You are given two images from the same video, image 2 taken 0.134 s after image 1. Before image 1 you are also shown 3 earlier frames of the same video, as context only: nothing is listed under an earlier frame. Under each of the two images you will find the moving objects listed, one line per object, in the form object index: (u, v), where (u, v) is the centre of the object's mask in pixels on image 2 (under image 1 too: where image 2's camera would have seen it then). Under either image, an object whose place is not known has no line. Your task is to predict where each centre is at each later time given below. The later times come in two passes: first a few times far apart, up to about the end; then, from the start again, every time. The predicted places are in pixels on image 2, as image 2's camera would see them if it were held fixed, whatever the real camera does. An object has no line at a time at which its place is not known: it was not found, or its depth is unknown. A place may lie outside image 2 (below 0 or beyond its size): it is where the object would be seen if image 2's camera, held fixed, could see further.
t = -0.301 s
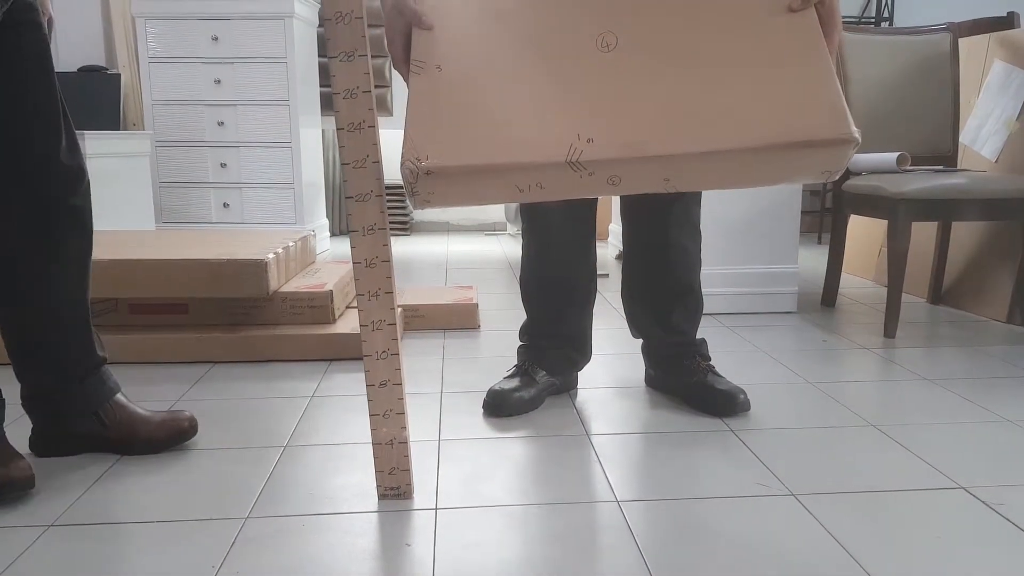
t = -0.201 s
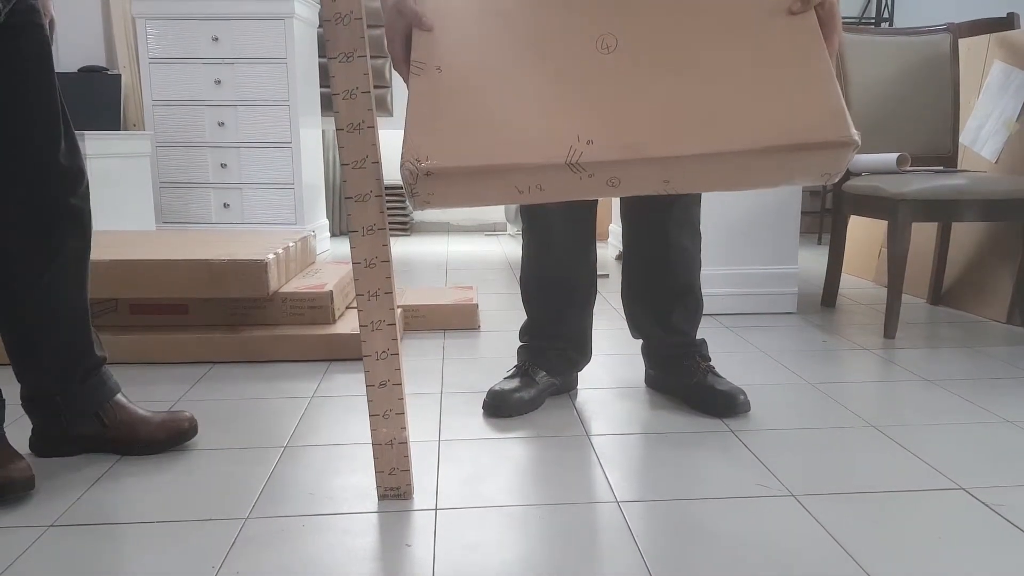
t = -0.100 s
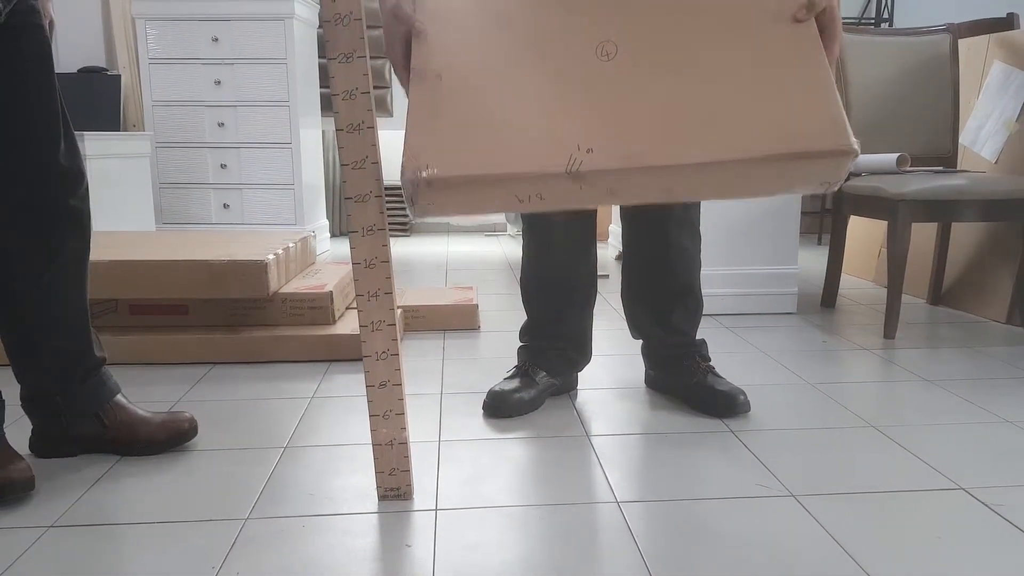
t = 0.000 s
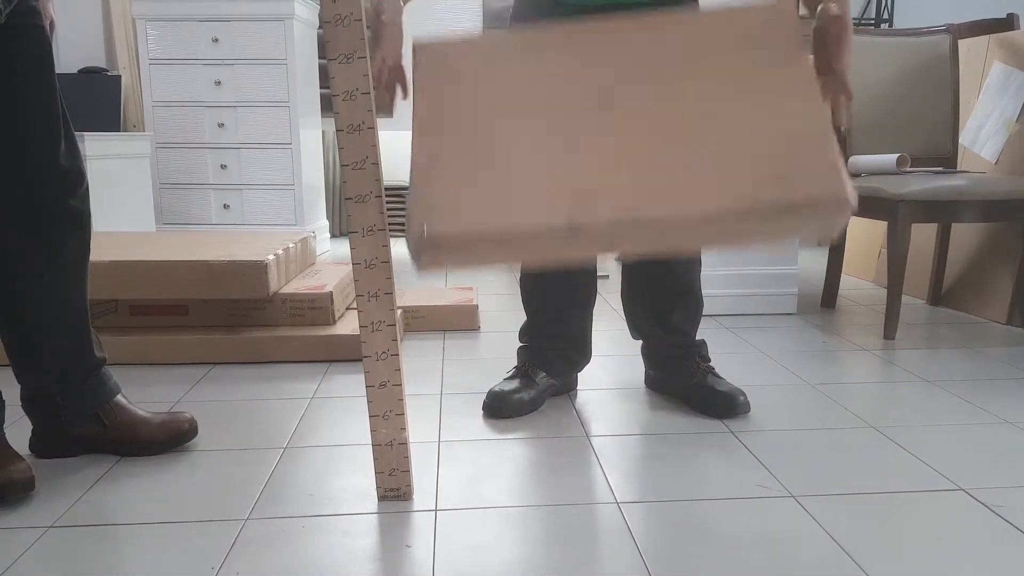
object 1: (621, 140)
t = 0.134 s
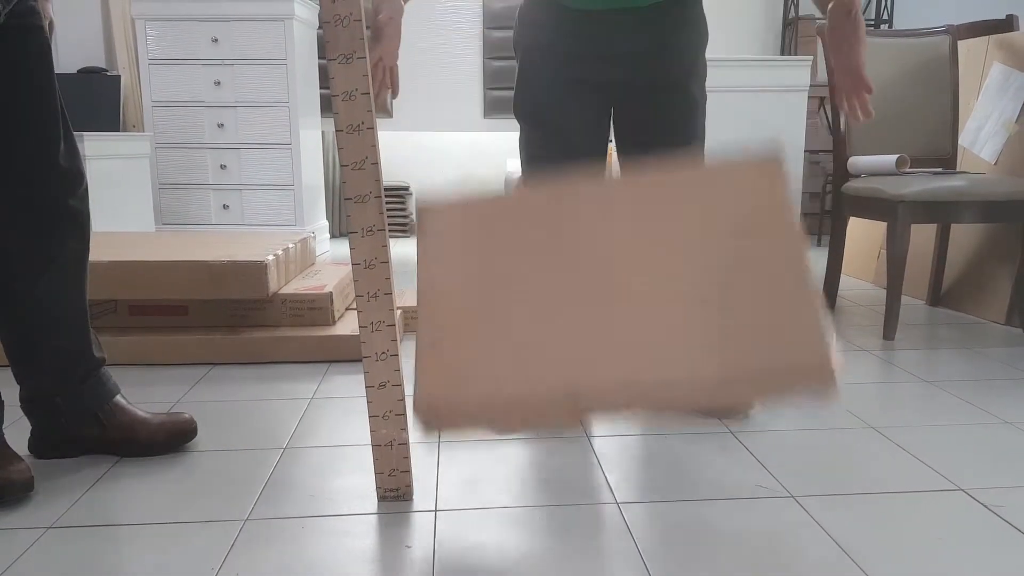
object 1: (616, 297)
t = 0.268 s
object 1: (625, 431)
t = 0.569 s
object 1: (609, 451)
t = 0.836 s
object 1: (608, 452)
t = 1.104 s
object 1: (608, 452)
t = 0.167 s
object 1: (615, 351)
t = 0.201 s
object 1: (616, 399)
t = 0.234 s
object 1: (620, 418)
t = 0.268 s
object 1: (625, 431)
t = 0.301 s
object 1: (623, 439)
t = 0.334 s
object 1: (621, 434)
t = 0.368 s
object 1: (617, 432)
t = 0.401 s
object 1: (615, 430)
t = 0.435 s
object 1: (613, 433)
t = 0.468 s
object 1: (609, 441)
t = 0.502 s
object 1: (610, 451)
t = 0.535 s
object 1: (609, 451)
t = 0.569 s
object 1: (609, 451)
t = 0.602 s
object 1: (608, 451)
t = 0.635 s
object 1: (608, 452)
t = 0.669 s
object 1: (608, 452)
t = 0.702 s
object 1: (609, 452)
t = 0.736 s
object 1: (608, 452)
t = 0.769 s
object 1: (608, 452)
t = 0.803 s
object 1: (608, 452)
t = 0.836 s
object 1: (608, 452)
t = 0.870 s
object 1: (609, 452)
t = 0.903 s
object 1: (608, 452)
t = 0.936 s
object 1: (608, 452)
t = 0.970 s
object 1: (608, 452)
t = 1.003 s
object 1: (609, 452)
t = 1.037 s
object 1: (608, 452)
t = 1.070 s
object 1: (609, 452)
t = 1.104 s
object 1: (608, 452)
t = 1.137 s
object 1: (609, 452)
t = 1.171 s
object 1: (608, 452)
